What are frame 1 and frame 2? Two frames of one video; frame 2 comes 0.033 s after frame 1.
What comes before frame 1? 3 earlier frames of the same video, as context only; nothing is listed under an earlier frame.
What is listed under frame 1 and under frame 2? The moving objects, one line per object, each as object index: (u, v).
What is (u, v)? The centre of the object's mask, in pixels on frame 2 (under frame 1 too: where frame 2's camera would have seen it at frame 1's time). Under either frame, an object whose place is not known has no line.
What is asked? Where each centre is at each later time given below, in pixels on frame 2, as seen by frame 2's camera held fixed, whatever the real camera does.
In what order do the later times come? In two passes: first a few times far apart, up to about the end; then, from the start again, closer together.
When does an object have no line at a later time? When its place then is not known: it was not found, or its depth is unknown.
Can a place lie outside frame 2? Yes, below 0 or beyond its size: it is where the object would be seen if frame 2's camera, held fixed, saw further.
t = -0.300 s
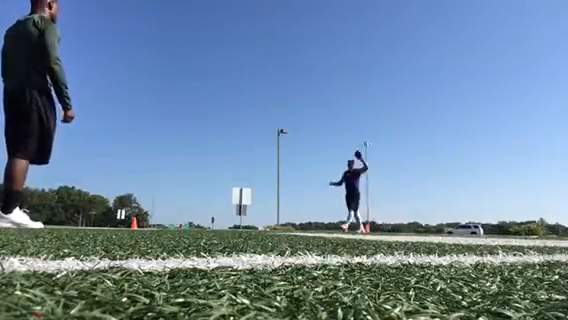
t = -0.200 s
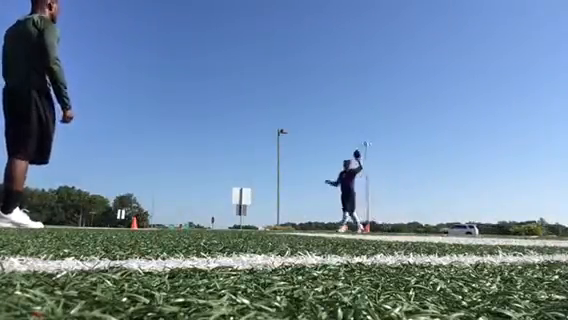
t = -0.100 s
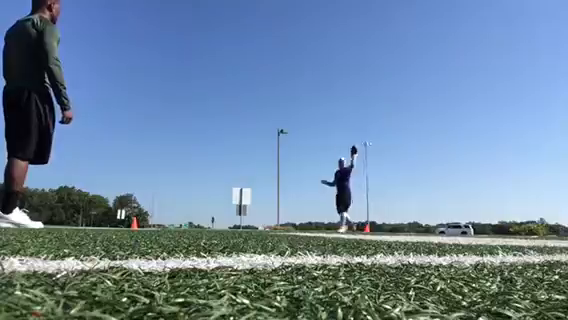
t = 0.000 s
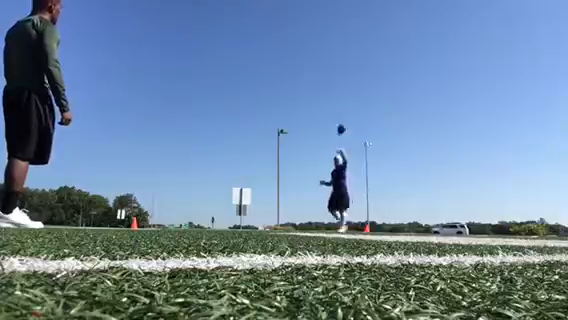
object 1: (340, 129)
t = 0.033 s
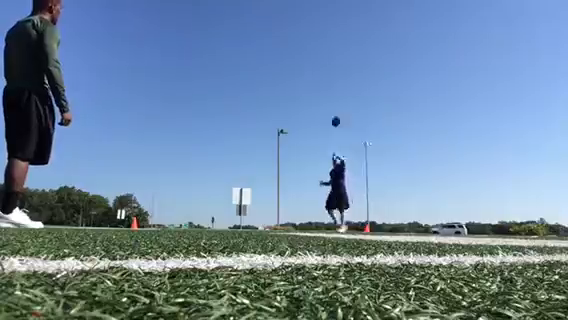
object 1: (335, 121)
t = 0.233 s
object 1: (301, 79)
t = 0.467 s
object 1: (249, 39)
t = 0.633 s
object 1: (194, 20)
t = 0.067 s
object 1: (330, 114)
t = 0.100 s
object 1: (324, 106)
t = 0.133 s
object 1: (319, 100)
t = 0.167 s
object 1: (313, 93)
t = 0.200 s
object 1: (307, 85)
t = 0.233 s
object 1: (301, 79)
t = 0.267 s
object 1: (294, 72)
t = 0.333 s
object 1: (281, 61)
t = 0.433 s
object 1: (258, 44)
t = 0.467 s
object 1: (249, 39)
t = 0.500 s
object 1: (240, 35)
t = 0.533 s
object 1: (229, 30)
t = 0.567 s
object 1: (219, 26)
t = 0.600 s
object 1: (206, 23)
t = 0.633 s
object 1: (194, 20)
